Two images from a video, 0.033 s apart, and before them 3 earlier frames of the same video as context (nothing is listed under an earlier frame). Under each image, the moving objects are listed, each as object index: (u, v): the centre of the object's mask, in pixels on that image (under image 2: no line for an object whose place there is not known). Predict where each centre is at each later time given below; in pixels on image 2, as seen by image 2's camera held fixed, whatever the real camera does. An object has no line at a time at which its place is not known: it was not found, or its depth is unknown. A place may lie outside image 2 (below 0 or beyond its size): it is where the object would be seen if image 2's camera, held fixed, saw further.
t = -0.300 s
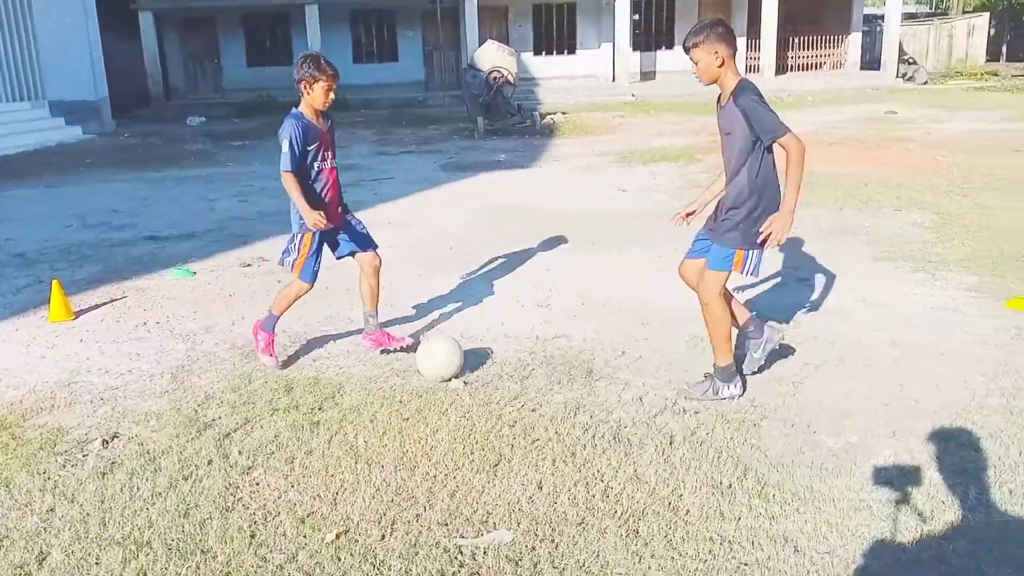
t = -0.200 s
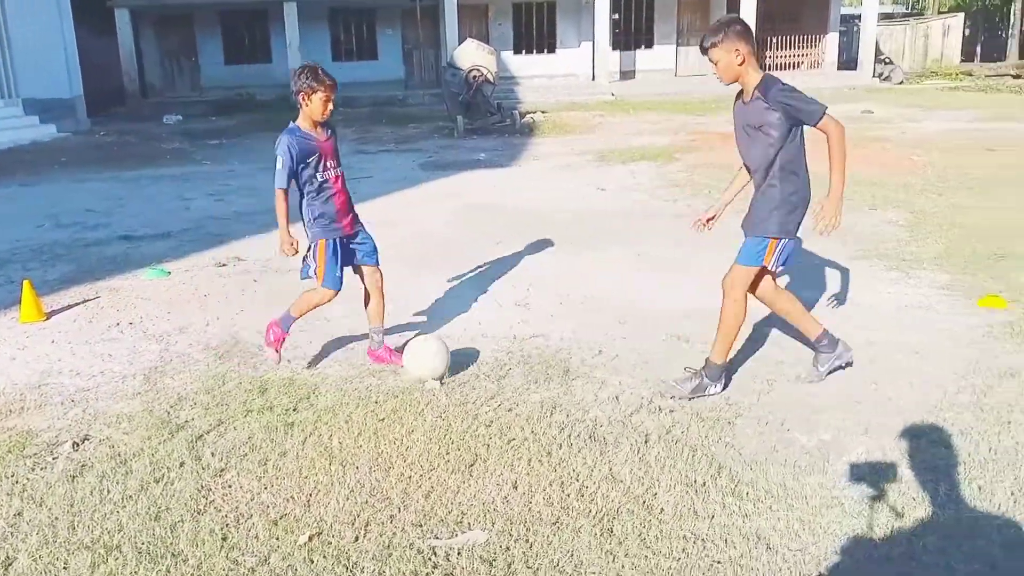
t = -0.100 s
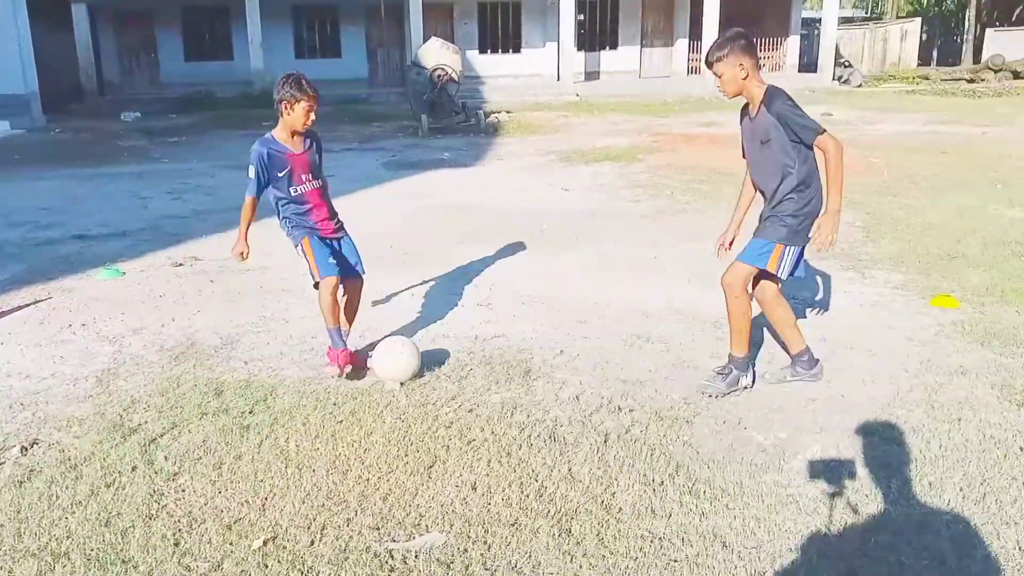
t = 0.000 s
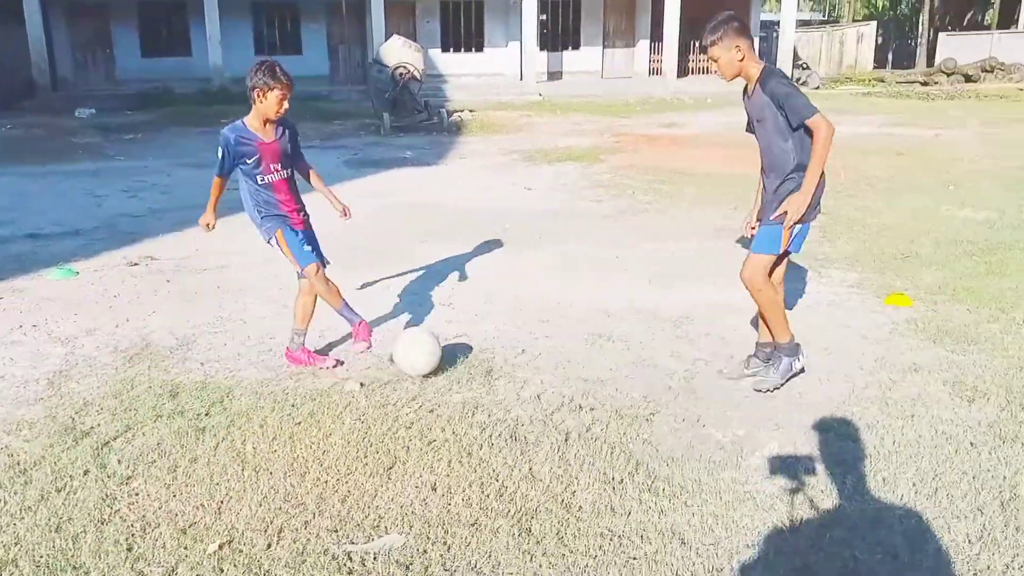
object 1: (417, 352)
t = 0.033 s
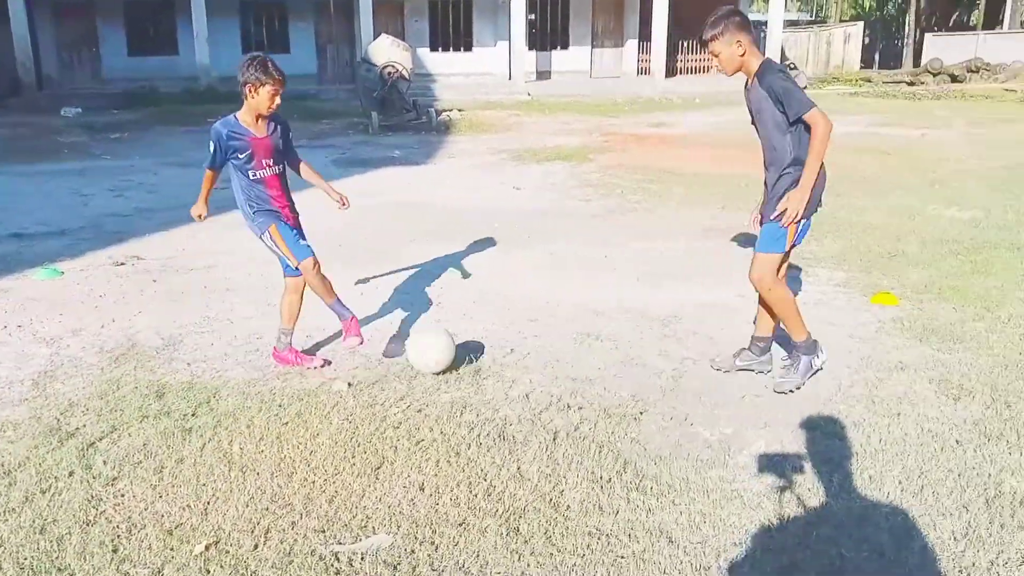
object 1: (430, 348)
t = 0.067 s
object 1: (456, 348)
